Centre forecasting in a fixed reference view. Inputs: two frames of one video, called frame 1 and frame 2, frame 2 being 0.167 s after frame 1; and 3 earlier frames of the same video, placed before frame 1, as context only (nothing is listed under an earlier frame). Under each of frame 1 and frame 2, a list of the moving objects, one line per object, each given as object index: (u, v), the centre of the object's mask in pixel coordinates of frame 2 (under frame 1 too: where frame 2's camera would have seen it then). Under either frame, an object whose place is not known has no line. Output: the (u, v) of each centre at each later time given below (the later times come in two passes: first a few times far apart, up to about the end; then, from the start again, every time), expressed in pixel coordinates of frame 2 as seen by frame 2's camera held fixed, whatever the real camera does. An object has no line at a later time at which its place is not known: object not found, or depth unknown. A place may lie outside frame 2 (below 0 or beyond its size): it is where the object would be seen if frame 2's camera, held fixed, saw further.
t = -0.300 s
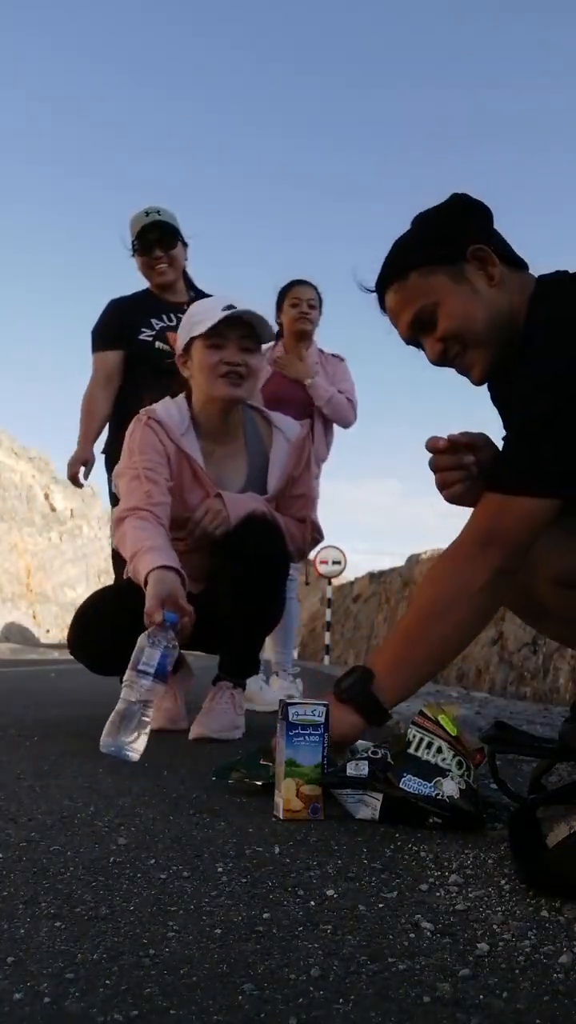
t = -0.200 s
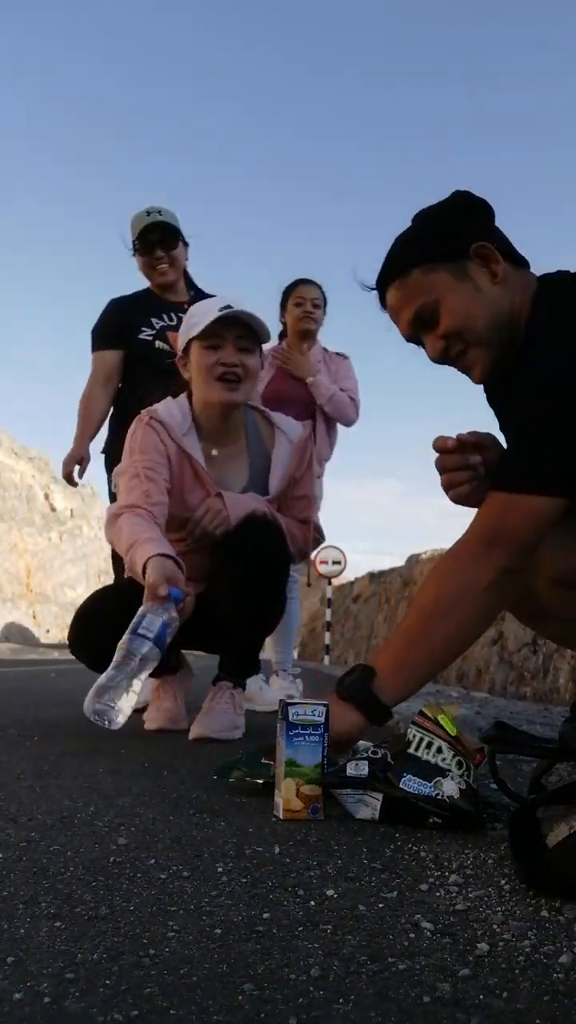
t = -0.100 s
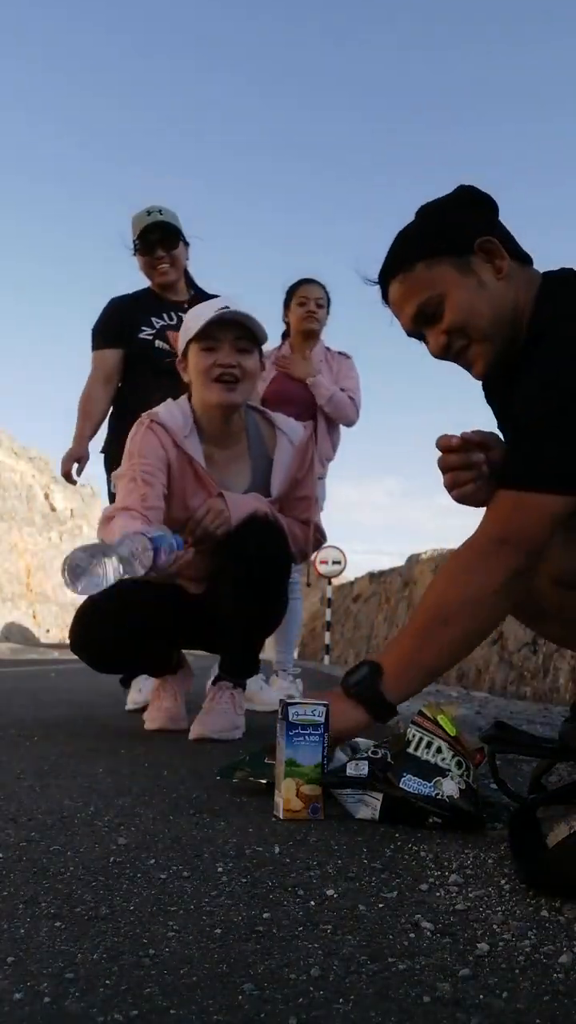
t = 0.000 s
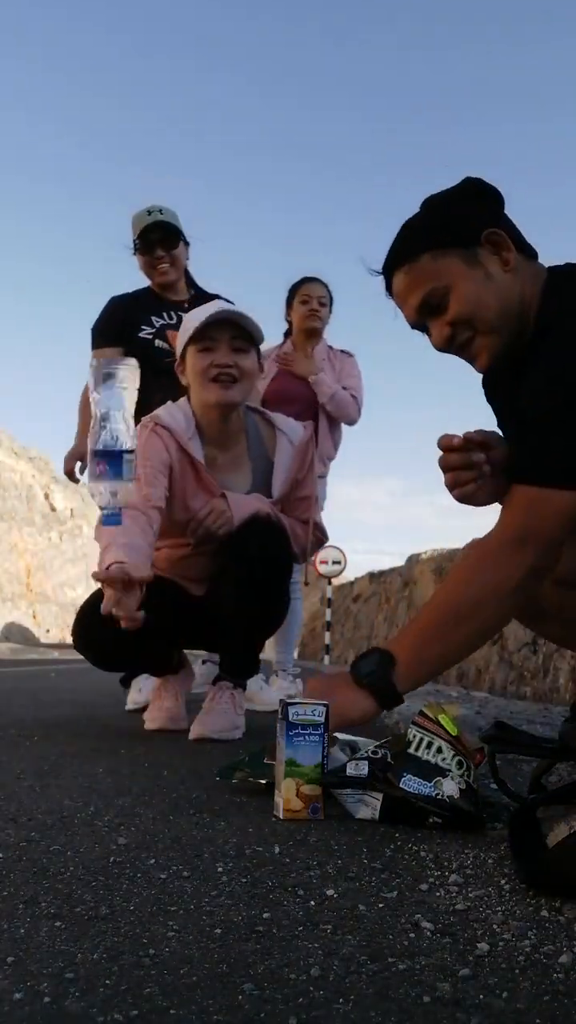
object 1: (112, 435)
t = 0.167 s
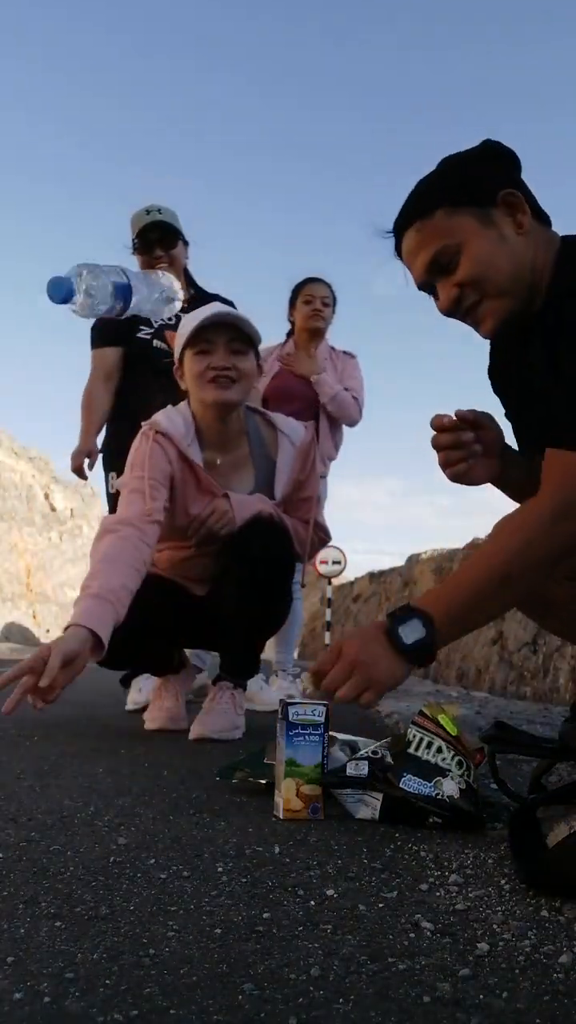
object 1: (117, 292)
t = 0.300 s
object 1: (124, 341)
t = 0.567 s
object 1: (131, 718)
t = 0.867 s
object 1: (142, 778)
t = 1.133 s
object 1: (121, 776)
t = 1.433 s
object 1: (102, 775)
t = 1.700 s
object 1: (76, 773)
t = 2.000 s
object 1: (48, 769)
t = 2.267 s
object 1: (30, 762)
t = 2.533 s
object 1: (11, 756)
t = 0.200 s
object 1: (119, 291)
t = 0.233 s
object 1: (120, 298)
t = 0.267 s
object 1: (122, 314)
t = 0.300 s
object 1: (124, 341)
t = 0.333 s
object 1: (126, 376)
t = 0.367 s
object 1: (127, 422)
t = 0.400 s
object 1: (128, 477)
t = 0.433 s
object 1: (128, 542)
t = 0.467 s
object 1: (127, 620)
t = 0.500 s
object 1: (125, 709)
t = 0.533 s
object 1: (128, 711)
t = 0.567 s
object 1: (131, 718)
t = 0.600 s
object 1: (135, 730)
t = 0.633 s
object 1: (139, 747)
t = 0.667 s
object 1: (143, 772)
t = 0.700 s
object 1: (142, 776)
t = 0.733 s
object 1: (143, 778)
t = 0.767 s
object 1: (145, 778)
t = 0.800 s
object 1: (144, 778)
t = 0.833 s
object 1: (143, 778)
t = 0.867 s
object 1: (142, 778)
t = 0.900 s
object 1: (140, 778)
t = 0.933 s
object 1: (137, 778)
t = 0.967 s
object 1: (135, 777)
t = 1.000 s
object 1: (131, 777)
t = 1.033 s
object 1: (128, 777)
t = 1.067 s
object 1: (126, 777)
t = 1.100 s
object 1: (124, 776)
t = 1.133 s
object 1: (121, 776)
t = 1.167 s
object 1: (118, 776)
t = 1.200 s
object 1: (116, 776)
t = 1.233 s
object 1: (116, 776)
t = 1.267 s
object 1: (115, 775)
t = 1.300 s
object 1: (114, 775)
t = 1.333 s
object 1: (111, 775)
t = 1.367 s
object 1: (107, 775)
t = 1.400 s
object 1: (104, 775)
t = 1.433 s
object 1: (102, 775)
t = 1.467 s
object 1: (101, 775)
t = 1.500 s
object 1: (97, 775)
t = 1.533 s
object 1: (94, 774)
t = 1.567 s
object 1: (90, 773)
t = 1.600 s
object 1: (86, 774)
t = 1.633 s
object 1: (81, 773)
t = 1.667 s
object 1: (78, 773)
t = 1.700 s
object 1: (76, 773)
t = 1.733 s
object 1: (73, 773)
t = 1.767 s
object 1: (68, 773)
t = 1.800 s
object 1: (64, 772)
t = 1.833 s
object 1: (60, 772)
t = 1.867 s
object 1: (58, 771)
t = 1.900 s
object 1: (56, 771)
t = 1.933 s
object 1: (54, 770)
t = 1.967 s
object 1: (51, 769)
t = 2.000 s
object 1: (48, 769)
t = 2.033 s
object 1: (46, 768)
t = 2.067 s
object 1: (44, 767)
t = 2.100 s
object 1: (42, 766)
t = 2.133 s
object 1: (40, 765)
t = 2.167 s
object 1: (38, 764)
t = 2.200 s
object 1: (35, 764)
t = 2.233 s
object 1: (32, 762)
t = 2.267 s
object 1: (30, 762)
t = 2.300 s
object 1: (28, 761)
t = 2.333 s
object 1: (25, 760)
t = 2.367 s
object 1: (23, 759)
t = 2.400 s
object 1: (21, 758)
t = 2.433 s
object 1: (18, 758)
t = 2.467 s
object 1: (16, 757)
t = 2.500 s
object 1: (13, 757)
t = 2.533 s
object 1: (11, 756)
